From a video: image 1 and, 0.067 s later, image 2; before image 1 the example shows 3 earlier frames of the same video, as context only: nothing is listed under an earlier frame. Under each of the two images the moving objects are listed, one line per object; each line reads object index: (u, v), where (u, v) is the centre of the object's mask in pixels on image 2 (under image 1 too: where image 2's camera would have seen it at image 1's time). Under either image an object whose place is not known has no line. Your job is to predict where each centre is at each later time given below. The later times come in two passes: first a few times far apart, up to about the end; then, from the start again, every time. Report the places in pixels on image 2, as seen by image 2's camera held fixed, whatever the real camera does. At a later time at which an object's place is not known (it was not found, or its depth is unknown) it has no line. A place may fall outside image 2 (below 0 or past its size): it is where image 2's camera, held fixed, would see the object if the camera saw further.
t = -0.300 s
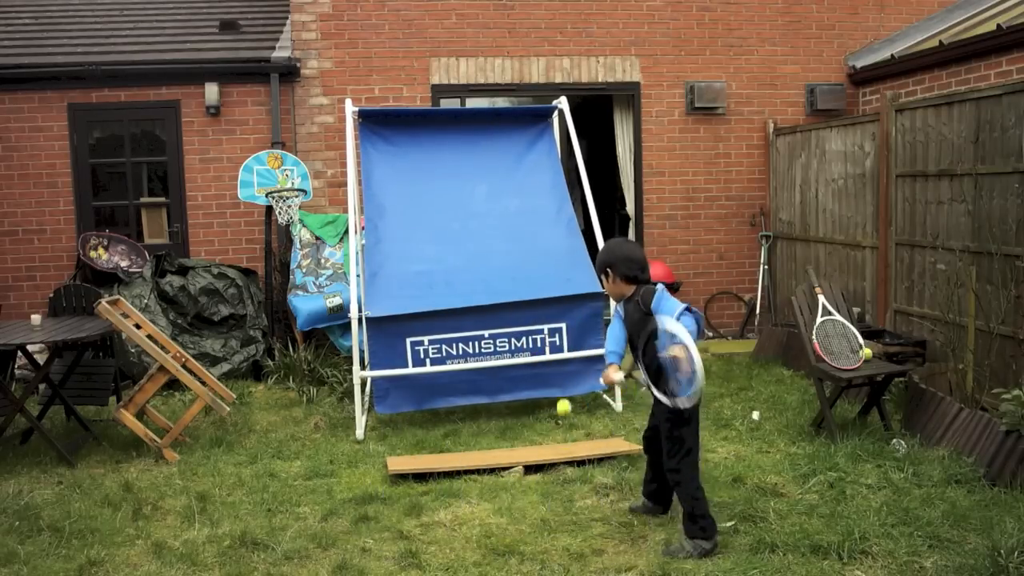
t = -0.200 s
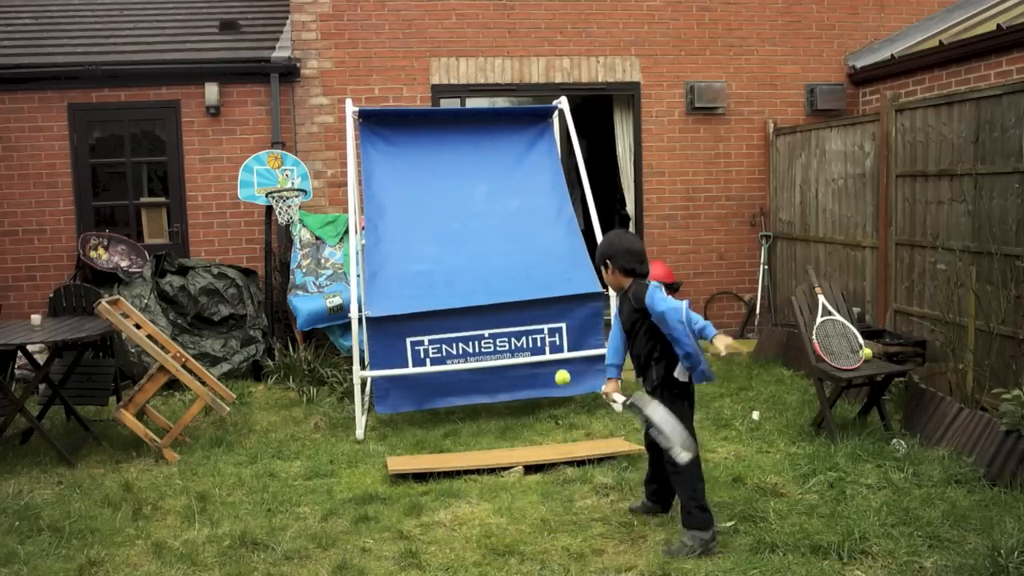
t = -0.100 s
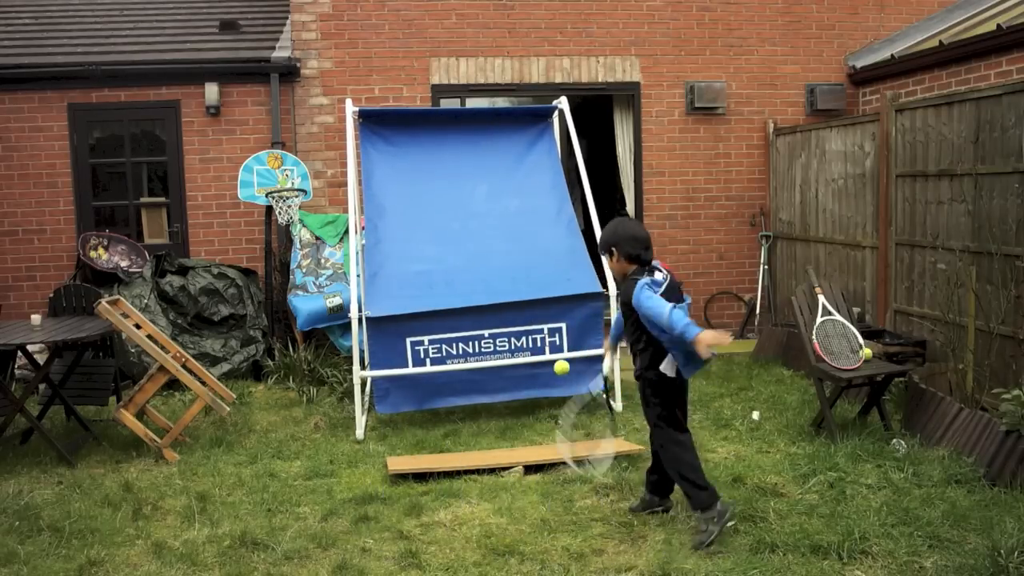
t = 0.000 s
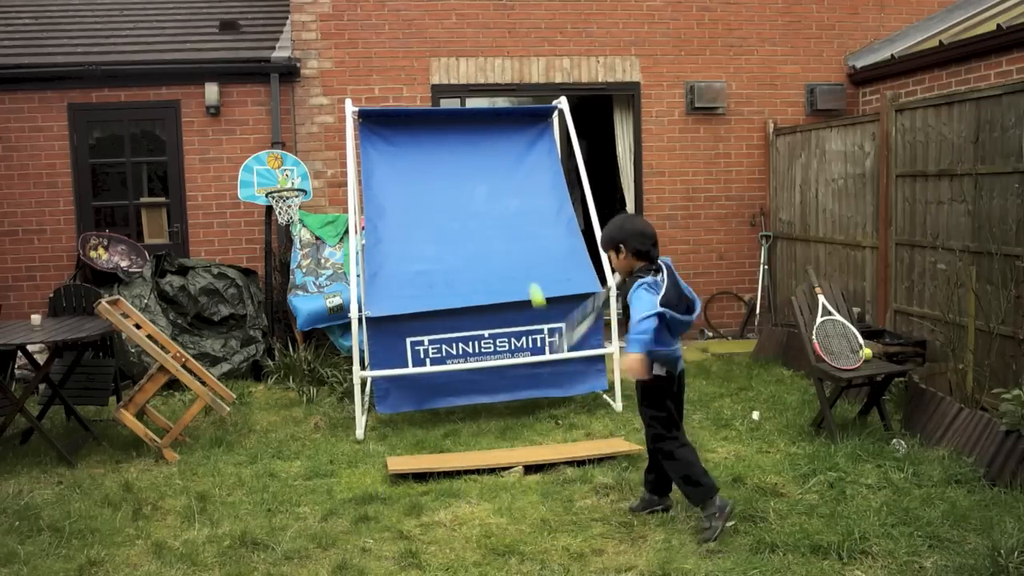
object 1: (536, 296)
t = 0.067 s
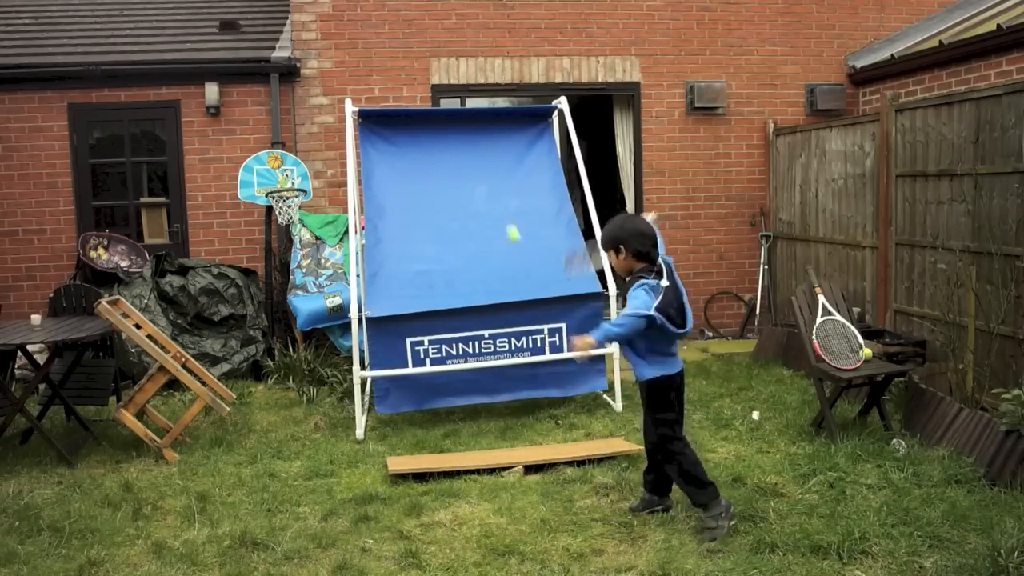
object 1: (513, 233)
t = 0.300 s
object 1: (472, 124)
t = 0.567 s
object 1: (503, 164)
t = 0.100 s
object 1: (503, 210)
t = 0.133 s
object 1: (494, 191)
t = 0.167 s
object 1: (487, 176)
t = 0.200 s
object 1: (479, 163)
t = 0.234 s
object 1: (473, 154)
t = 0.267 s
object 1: (472, 139)
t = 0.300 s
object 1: (472, 124)
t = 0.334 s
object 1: (475, 116)
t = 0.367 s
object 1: (479, 116)
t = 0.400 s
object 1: (482, 119)
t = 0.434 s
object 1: (486, 125)
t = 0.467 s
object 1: (490, 132)
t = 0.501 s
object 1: (494, 141)
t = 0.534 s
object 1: (499, 151)
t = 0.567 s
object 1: (503, 164)
